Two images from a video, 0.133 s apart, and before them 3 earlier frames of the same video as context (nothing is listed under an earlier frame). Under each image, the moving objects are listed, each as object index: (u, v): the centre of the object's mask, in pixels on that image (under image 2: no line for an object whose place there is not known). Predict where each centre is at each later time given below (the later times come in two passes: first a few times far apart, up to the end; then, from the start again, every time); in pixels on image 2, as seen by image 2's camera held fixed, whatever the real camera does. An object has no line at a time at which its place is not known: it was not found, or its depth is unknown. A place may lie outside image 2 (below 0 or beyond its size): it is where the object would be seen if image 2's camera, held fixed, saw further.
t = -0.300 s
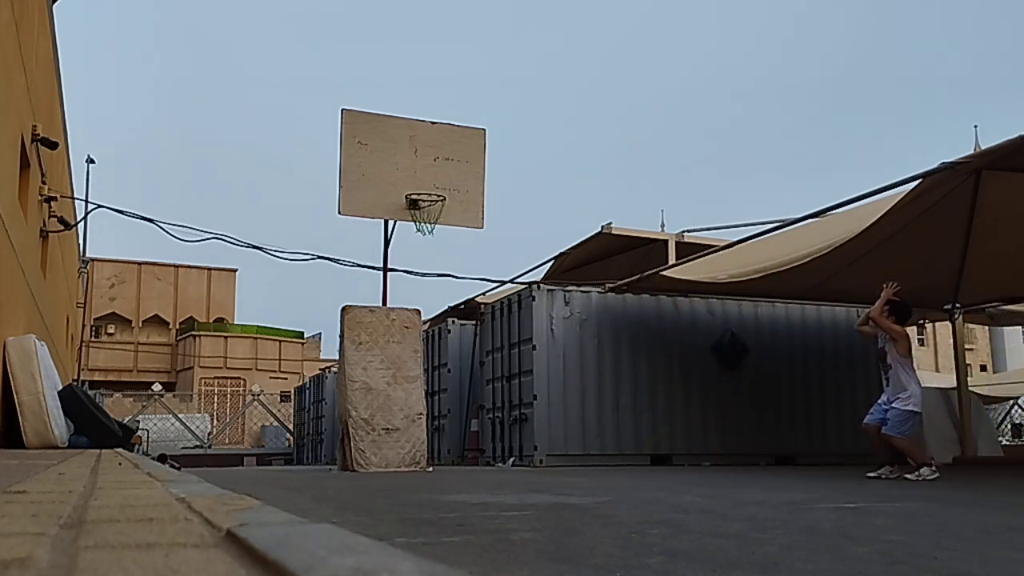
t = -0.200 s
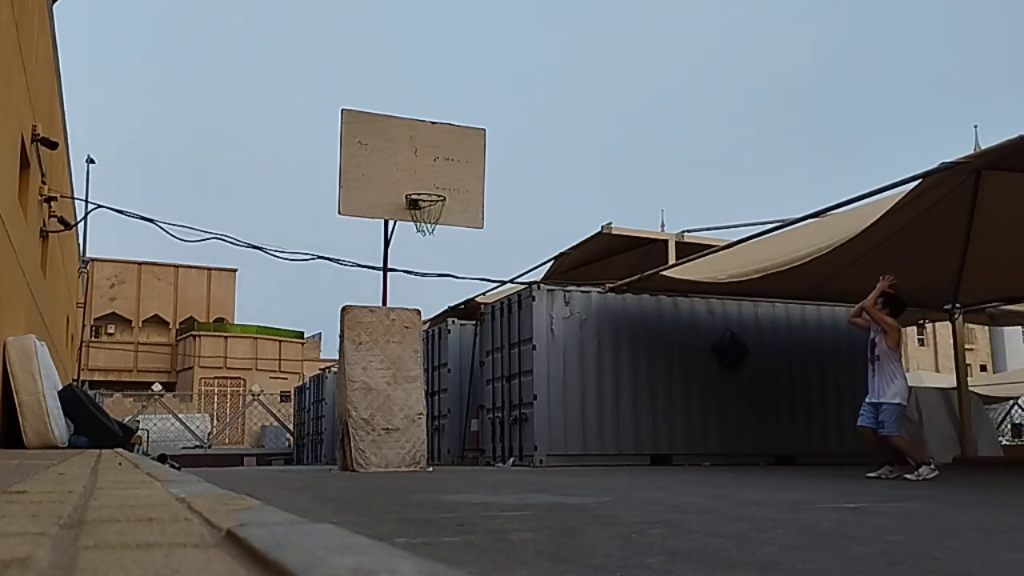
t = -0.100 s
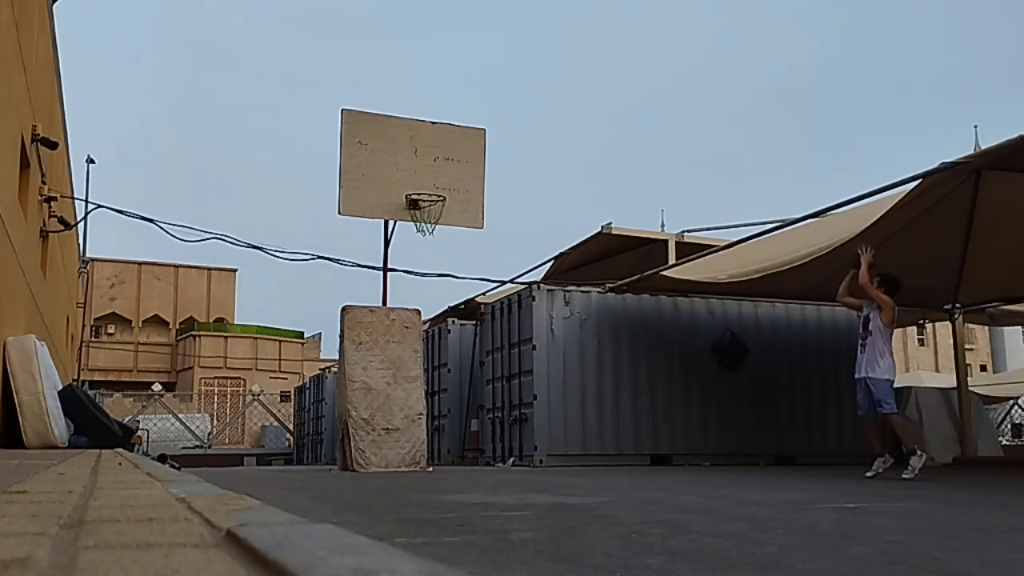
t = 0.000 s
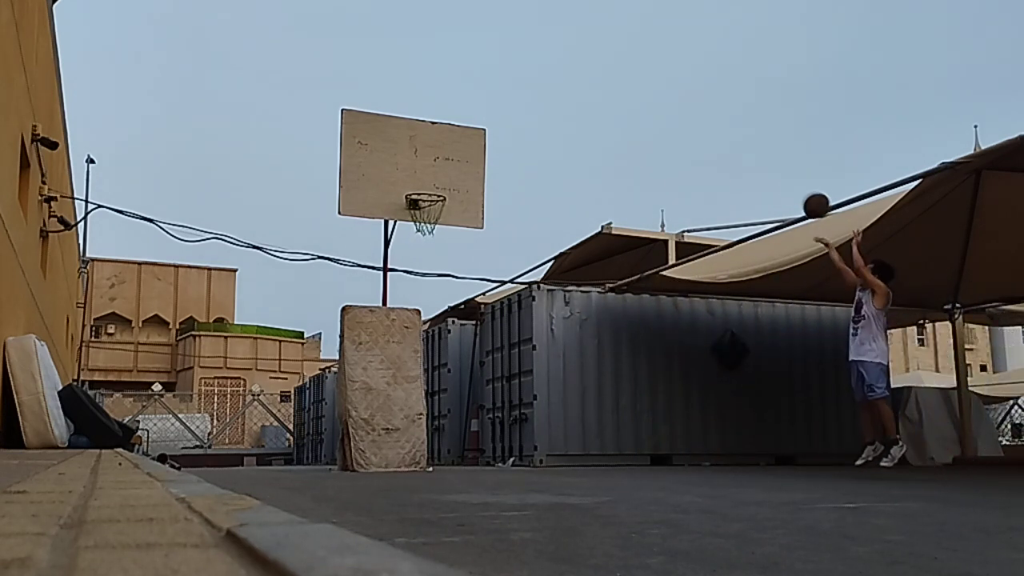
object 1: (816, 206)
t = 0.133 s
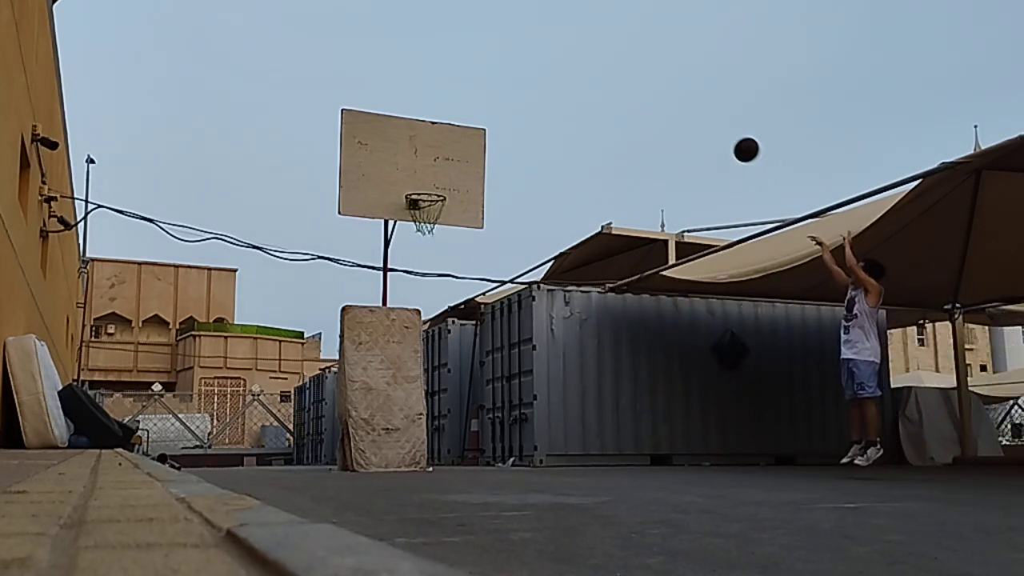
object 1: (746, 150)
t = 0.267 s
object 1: (683, 116)
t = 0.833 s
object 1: (465, 157)
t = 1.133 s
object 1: (398, 239)
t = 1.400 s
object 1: (378, 333)
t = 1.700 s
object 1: (364, 426)
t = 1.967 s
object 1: (382, 328)
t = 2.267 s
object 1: (401, 291)
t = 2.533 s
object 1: (417, 323)
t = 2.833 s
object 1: (436, 439)
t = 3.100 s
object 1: (446, 380)
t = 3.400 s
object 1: (455, 337)
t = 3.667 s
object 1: (464, 368)
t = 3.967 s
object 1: (473, 449)
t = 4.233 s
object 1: (486, 378)
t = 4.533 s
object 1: (499, 382)
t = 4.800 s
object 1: (510, 463)
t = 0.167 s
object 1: (730, 139)
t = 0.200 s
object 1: (714, 130)
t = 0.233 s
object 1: (698, 122)
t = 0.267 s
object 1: (683, 116)
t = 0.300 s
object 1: (668, 110)
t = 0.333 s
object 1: (653, 105)
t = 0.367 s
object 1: (639, 102)
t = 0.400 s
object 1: (625, 100)
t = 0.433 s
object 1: (611, 98)
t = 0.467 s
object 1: (598, 98)
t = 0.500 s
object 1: (585, 99)
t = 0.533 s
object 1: (572, 100)
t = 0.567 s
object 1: (560, 103)
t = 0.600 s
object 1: (547, 107)
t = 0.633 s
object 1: (535, 111)
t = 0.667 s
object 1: (523, 117)
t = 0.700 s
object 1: (511, 123)
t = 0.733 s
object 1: (499, 130)
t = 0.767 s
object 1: (488, 138)
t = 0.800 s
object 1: (476, 147)
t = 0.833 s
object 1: (465, 157)
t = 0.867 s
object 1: (454, 167)
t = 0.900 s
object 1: (443, 179)
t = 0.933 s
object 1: (433, 190)
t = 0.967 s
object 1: (422, 202)
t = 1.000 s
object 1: (412, 214)
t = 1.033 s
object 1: (405, 221)
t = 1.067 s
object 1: (402, 225)
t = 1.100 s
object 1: (399, 232)
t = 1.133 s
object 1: (398, 239)
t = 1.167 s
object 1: (395, 247)
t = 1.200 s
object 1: (393, 257)
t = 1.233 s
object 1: (390, 267)
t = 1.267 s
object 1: (388, 278)
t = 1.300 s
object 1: (385, 291)
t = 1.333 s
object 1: (383, 304)
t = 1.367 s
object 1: (380, 318)
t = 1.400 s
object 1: (378, 333)
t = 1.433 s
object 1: (375, 350)
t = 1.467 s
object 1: (372, 368)
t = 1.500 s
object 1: (370, 385)
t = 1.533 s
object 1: (367, 405)
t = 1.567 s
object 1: (364, 426)
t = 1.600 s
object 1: (361, 448)
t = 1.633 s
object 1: (359, 461)
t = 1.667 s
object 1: (361, 443)
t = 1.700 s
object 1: (364, 426)
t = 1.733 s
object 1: (366, 410)
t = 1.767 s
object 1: (368, 396)
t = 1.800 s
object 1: (371, 382)
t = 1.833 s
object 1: (373, 369)
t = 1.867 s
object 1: (375, 358)
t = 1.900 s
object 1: (378, 347)
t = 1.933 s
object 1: (380, 337)
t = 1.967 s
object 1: (382, 328)
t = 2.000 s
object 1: (384, 320)
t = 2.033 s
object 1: (386, 314)
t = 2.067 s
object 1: (389, 307)
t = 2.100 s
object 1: (391, 302)
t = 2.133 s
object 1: (393, 298)
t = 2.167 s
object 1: (395, 295)
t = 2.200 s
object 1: (397, 293)
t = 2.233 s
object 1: (399, 291)
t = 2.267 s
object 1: (401, 291)
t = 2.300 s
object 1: (403, 291)
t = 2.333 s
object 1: (405, 293)
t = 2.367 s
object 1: (407, 295)
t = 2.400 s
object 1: (409, 299)
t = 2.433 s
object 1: (411, 303)
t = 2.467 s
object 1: (413, 309)
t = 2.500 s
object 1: (415, 316)
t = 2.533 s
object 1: (417, 323)
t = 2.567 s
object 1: (419, 331)
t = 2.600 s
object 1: (421, 341)
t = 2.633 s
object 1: (423, 352)
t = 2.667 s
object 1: (425, 363)
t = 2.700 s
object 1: (427, 376)
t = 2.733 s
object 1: (429, 390)
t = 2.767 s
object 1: (431, 405)
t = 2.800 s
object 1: (434, 422)
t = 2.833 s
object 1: (436, 439)
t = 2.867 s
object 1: (437, 458)
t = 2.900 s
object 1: (438, 453)
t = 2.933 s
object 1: (440, 438)
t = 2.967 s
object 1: (442, 425)
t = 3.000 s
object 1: (443, 413)
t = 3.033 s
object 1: (444, 401)
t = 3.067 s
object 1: (445, 390)
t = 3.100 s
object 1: (446, 380)
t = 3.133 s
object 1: (447, 371)
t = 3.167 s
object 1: (448, 363)
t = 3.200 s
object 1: (449, 356)
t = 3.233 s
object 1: (450, 350)
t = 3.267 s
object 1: (451, 345)
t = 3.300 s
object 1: (452, 342)
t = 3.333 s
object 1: (453, 339)
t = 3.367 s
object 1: (454, 337)
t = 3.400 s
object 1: (455, 337)
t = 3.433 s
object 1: (456, 337)
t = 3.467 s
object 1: (457, 338)
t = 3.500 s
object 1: (459, 340)
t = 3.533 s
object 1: (460, 344)
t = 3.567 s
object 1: (461, 348)
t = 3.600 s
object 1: (462, 354)
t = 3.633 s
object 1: (463, 360)
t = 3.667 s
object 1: (464, 368)
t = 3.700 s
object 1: (464, 377)
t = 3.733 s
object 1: (465, 387)
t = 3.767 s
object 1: (466, 398)
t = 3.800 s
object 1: (469, 410)
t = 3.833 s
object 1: (469, 423)
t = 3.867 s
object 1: (471, 438)
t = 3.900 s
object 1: (472, 453)
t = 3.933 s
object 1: (473, 460)
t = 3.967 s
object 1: (473, 449)
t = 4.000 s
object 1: (475, 434)
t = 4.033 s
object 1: (476, 422)
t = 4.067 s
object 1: (478, 414)
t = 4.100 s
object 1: (479, 405)
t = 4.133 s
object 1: (481, 396)
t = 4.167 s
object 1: (482, 389)
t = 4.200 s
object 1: (484, 383)
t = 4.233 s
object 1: (486, 378)
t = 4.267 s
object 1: (487, 374)
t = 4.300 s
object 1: (488, 372)
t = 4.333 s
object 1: (489, 370)
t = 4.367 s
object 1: (490, 370)
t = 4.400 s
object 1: (492, 369)
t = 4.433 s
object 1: (492, 370)
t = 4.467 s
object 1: (495, 373)
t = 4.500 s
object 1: (497, 377)
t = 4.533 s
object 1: (499, 382)
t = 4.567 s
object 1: (500, 388)
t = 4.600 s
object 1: (501, 395)
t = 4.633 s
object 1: (503, 403)
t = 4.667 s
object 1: (505, 413)
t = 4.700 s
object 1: (506, 422)
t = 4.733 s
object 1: (507, 435)
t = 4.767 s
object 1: (510, 449)
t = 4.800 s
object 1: (510, 463)
